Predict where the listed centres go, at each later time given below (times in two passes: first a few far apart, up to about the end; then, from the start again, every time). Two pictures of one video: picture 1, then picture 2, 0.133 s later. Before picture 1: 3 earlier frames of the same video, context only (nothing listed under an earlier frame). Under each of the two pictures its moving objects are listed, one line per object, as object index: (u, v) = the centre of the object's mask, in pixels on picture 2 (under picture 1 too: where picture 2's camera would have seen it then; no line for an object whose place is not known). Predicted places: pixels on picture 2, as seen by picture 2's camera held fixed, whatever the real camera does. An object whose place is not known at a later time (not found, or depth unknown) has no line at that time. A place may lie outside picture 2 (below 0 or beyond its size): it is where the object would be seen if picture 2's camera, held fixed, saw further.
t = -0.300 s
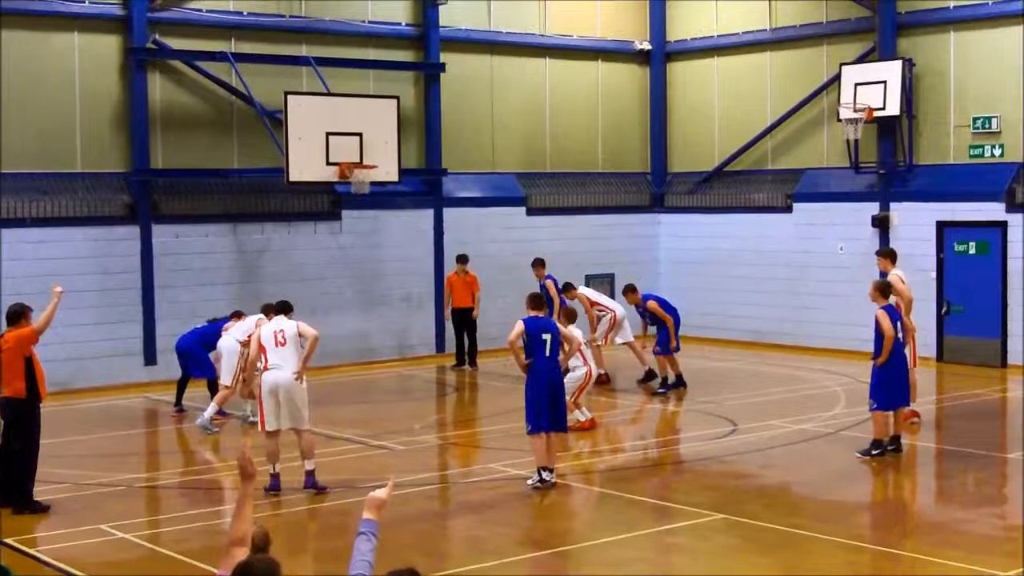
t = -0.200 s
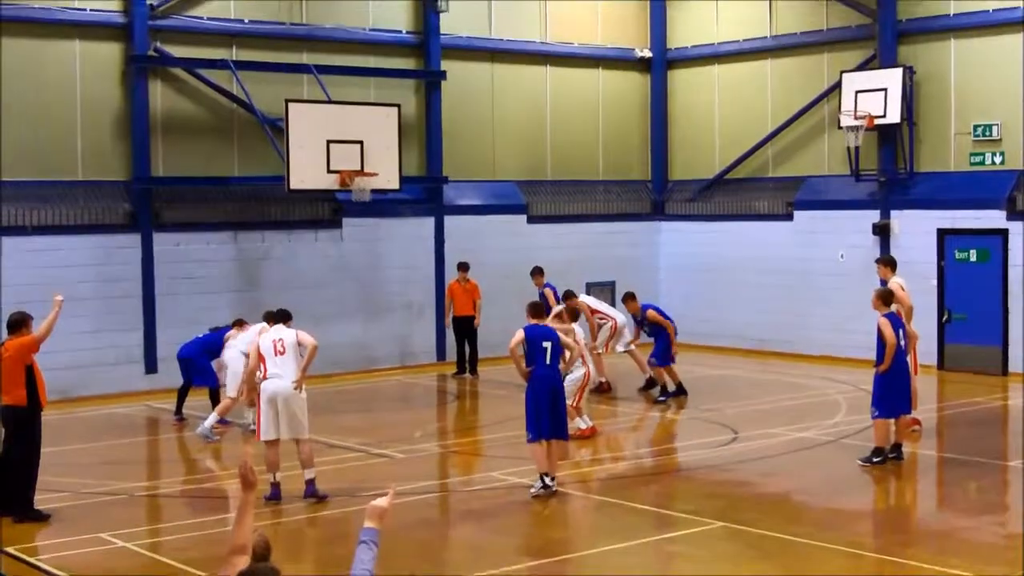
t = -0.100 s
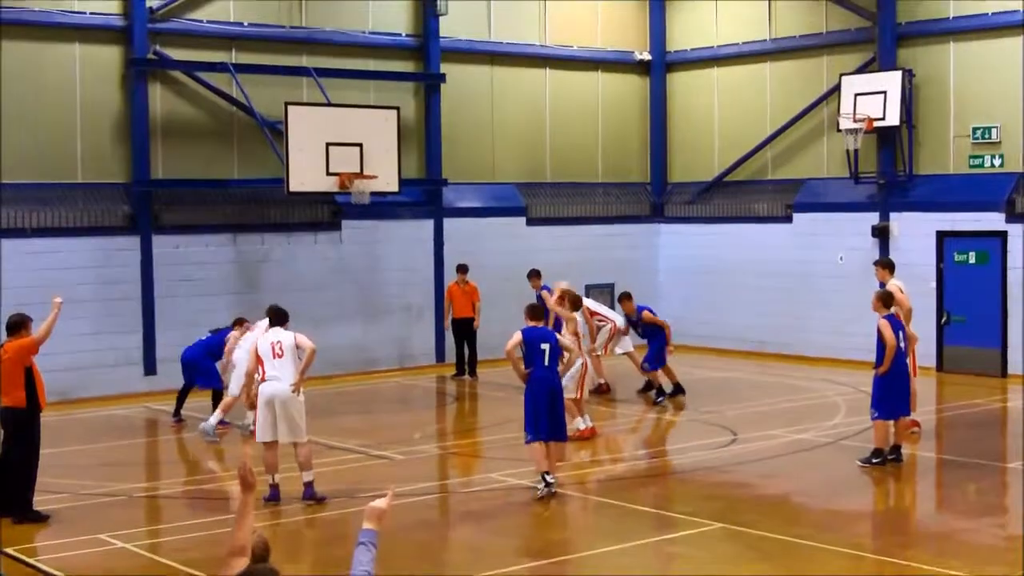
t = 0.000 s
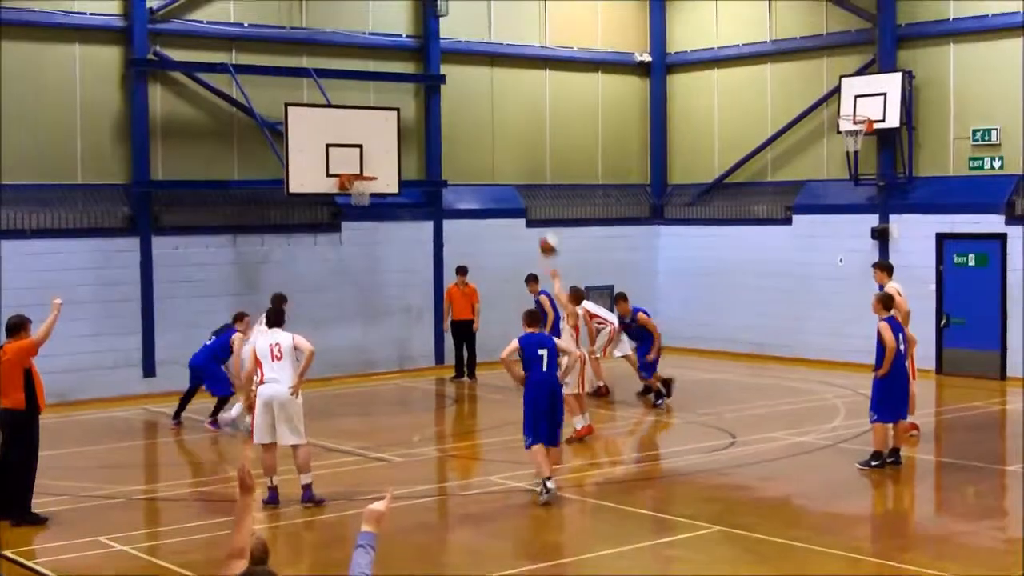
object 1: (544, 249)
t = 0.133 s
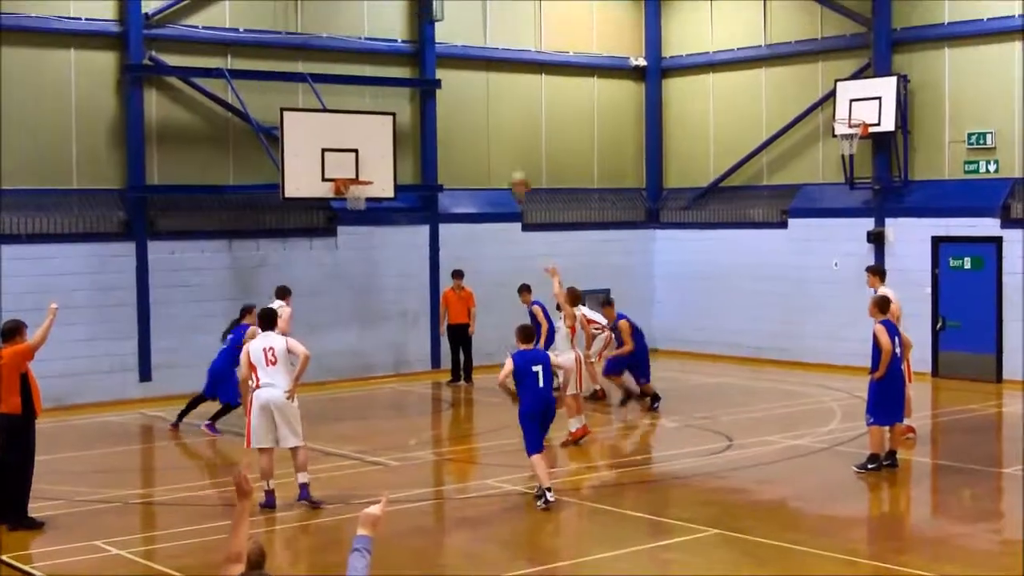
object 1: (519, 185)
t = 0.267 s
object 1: (495, 136)
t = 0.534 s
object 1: (448, 87)
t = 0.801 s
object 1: (410, 96)
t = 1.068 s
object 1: (374, 157)
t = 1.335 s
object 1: (388, 172)
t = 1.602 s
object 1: (419, 213)
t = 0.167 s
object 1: (513, 169)
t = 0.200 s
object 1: (507, 157)
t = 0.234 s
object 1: (501, 146)
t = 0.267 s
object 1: (495, 136)
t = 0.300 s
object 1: (489, 127)
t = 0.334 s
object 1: (482, 119)
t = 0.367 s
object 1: (477, 111)
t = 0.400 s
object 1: (472, 104)
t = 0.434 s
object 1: (467, 98)
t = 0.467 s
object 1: (461, 94)
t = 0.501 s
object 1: (454, 91)
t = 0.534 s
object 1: (448, 87)
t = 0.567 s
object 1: (444, 85)
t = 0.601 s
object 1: (439, 84)
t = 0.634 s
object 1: (434, 84)
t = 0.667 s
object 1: (429, 84)
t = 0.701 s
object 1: (425, 85)
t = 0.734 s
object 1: (421, 86)
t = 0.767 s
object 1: (415, 90)
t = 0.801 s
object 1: (410, 96)
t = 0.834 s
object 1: (404, 97)
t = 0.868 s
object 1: (401, 106)
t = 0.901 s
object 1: (396, 112)
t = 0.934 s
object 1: (390, 120)
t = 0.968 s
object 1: (386, 129)
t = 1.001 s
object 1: (381, 138)
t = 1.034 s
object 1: (378, 147)
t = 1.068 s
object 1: (374, 157)
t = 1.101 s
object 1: (369, 170)
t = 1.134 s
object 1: (367, 175)
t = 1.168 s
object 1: (369, 174)
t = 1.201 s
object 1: (373, 172)
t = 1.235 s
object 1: (377, 171)
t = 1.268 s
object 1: (381, 170)
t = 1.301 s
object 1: (384, 171)
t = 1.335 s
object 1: (388, 172)
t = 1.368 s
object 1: (392, 173)
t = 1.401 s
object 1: (396, 177)
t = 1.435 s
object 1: (398, 180)
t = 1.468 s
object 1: (402, 184)
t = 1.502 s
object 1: (406, 189)
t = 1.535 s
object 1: (411, 196)
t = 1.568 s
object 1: (415, 204)
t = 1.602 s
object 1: (419, 213)
